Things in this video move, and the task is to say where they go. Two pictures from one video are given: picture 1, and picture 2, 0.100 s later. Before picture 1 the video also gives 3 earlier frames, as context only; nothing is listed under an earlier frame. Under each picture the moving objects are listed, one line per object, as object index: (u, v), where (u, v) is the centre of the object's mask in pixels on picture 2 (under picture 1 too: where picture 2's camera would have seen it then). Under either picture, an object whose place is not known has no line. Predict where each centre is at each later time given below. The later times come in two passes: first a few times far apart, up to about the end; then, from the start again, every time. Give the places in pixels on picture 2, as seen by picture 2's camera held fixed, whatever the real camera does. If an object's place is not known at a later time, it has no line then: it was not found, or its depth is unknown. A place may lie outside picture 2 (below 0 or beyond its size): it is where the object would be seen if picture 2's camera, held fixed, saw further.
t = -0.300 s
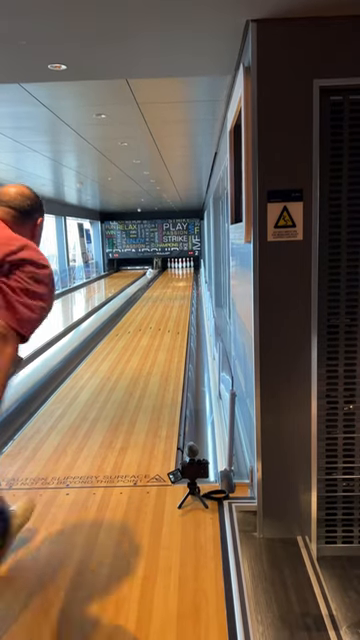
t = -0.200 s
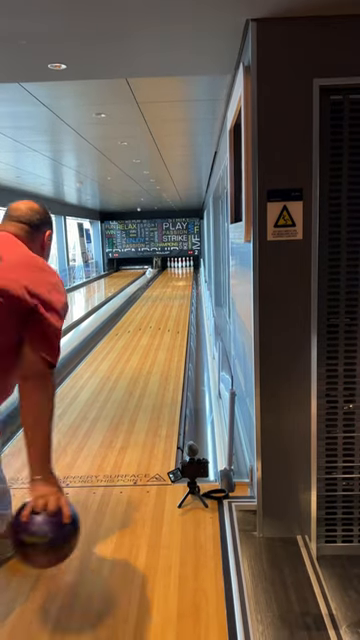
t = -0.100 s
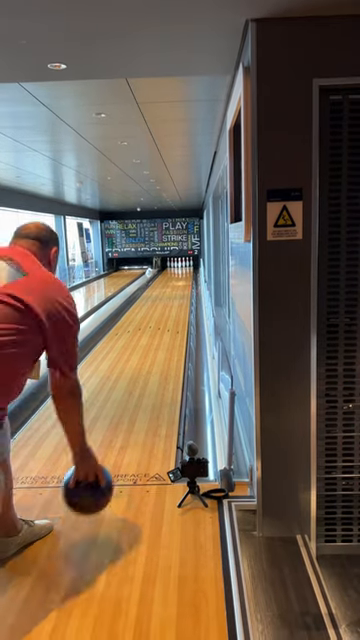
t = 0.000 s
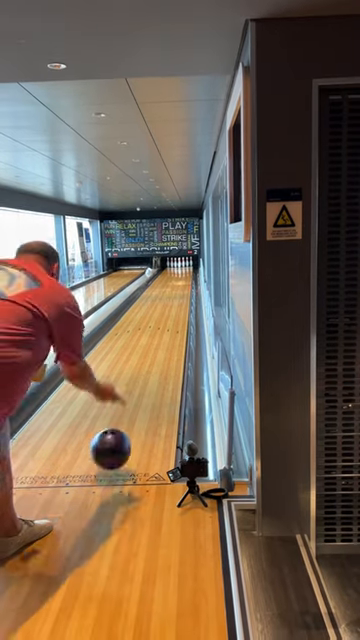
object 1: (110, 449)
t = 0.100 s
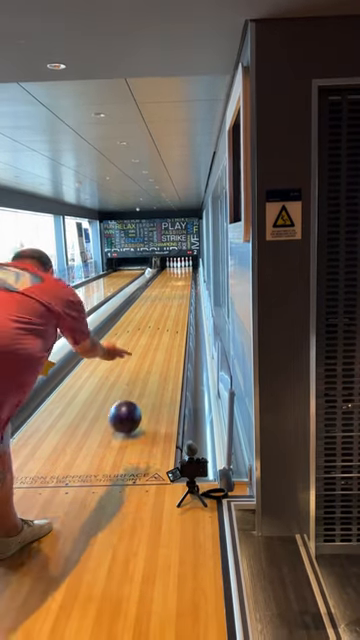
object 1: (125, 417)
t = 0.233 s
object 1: (138, 383)
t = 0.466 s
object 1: (151, 347)
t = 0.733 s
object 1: (160, 323)
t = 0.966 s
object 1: (165, 309)
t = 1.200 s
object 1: (168, 299)
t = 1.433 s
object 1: (170, 292)
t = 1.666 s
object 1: (172, 286)
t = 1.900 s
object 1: (173, 282)
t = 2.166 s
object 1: (174, 278)
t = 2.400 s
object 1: (175, 276)
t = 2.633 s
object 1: (175, 273)
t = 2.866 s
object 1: (176, 271)
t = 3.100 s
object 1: (176, 269)
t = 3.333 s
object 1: (176, 267)
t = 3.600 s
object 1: (176, 266)
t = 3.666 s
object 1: (176, 266)
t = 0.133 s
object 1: (129, 408)
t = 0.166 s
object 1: (132, 399)
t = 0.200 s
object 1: (135, 390)
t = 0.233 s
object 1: (138, 383)
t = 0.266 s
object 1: (141, 376)
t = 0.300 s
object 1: (143, 370)
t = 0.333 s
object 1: (144, 364)
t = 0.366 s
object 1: (147, 360)
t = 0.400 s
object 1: (148, 355)
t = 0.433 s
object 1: (150, 351)
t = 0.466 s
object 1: (151, 347)
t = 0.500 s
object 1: (152, 343)
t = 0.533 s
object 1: (154, 340)
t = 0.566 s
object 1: (155, 336)
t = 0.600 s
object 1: (156, 333)
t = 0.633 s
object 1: (157, 331)
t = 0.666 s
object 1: (158, 328)
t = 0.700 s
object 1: (159, 325)
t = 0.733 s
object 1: (160, 323)
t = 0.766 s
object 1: (160, 321)
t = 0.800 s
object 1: (161, 318)
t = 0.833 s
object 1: (162, 316)
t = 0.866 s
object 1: (163, 315)
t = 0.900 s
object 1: (163, 313)
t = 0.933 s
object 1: (164, 311)
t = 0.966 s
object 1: (165, 309)
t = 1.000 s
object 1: (165, 308)
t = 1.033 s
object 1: (166, 306)
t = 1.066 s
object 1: (166, 305)
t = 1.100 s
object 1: (167, 303)
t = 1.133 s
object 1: (167, 302)
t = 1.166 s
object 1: (167, 301)
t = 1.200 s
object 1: (168, 299)
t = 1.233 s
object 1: (168, 298)
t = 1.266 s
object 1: (168, 297)
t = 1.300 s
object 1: (169, 296)
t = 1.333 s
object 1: (169, 295)
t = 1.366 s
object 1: (169, 294)
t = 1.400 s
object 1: (170, 293)
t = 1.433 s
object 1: (170, 292)
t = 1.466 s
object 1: (171, 291)
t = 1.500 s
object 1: (171, 290)
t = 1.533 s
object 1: (171, 289)
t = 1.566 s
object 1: (172, 288)
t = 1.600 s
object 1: (172, 288)
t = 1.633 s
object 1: (172, 287)
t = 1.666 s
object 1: (172, 286)
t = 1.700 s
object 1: (172, 286)
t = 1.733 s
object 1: (173, 285)
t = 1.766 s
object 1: (172, 284)
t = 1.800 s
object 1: (173, 284)
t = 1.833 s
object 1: (173, 283)
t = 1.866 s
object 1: (173, 283)
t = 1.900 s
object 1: (173, 282)
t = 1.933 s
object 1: (173, 281)
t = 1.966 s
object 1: (173, 281)
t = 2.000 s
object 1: (174, 280)
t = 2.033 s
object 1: (174, 280)
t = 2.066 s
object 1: (174, 279)
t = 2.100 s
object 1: (174, 279)
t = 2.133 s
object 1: (174, 279)
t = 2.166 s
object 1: (174, 278)
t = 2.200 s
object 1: (174, 278)
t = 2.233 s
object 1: (174, 277)
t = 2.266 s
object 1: (174, 277)
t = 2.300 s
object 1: (174, 277)
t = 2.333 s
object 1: (174, 276)
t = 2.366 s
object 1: (175, 276)
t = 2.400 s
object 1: (175, 276)
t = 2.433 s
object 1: (175, 275)
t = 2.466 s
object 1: (175, 275)
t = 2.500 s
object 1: (175, 274)
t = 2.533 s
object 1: (175, 274)
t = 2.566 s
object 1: (175, 273)
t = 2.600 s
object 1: (175, 273)
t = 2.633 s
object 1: (175, 273)
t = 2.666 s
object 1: (176, 273)
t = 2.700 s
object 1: (176, 272)
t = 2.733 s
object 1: (176, 272)
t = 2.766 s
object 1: (175, 271)
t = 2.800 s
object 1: (175, 271)
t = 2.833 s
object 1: (176, 271)
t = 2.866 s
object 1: (176, 271)
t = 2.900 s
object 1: (176, 270)
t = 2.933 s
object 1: (176, 270)
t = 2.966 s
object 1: (176, 270)
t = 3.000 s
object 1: (176, 269)
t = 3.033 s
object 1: (176, 269)
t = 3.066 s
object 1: (176, 269)
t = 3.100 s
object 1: (176, 269)
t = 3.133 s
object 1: (176, 268)
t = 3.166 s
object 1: (176, 268)
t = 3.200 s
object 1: (176, 268)
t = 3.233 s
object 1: (176, 267)
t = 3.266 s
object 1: (176, 267)
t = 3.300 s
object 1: (176, 267)
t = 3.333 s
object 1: (176, 267)
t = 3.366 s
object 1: (176, 267)
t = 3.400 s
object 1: (176, 267)
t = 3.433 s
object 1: (176, 267)
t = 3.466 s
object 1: (176, 267)
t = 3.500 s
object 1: (176, 266)
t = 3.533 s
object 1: (176, 267)
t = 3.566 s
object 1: (176, 267)
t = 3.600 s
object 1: (176, 266)
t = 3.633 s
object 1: (176, 266)
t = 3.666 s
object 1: (176, 266)
